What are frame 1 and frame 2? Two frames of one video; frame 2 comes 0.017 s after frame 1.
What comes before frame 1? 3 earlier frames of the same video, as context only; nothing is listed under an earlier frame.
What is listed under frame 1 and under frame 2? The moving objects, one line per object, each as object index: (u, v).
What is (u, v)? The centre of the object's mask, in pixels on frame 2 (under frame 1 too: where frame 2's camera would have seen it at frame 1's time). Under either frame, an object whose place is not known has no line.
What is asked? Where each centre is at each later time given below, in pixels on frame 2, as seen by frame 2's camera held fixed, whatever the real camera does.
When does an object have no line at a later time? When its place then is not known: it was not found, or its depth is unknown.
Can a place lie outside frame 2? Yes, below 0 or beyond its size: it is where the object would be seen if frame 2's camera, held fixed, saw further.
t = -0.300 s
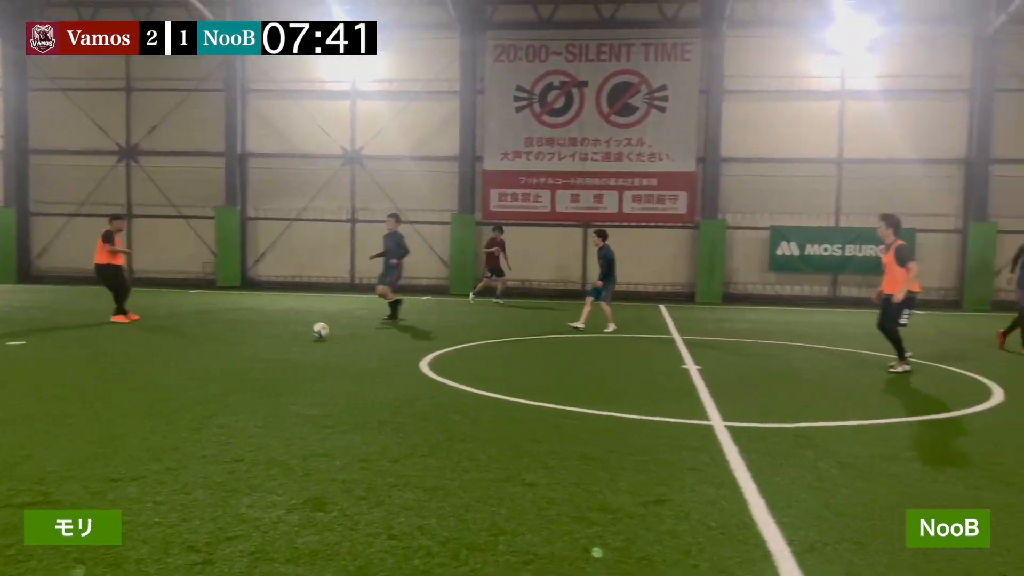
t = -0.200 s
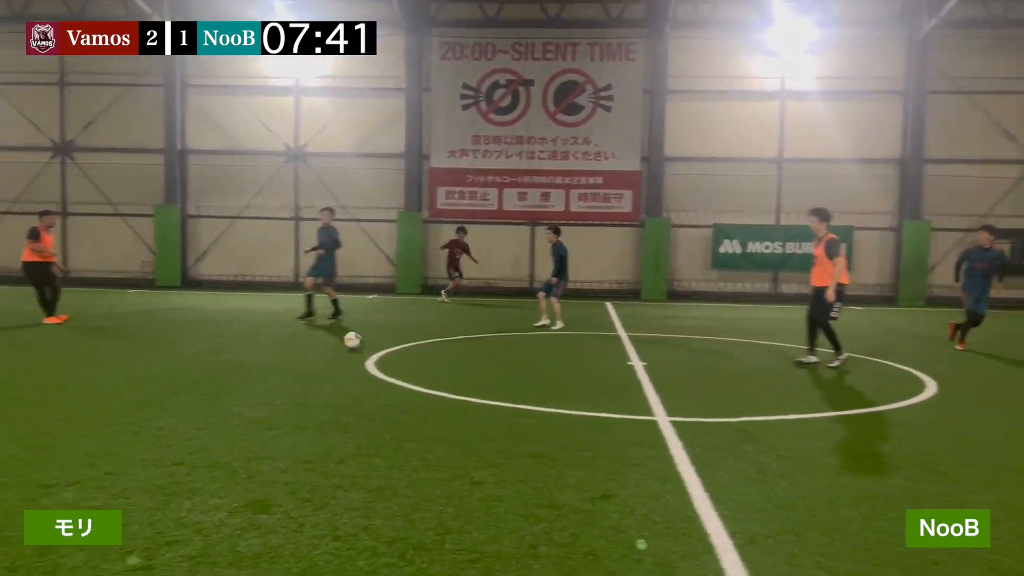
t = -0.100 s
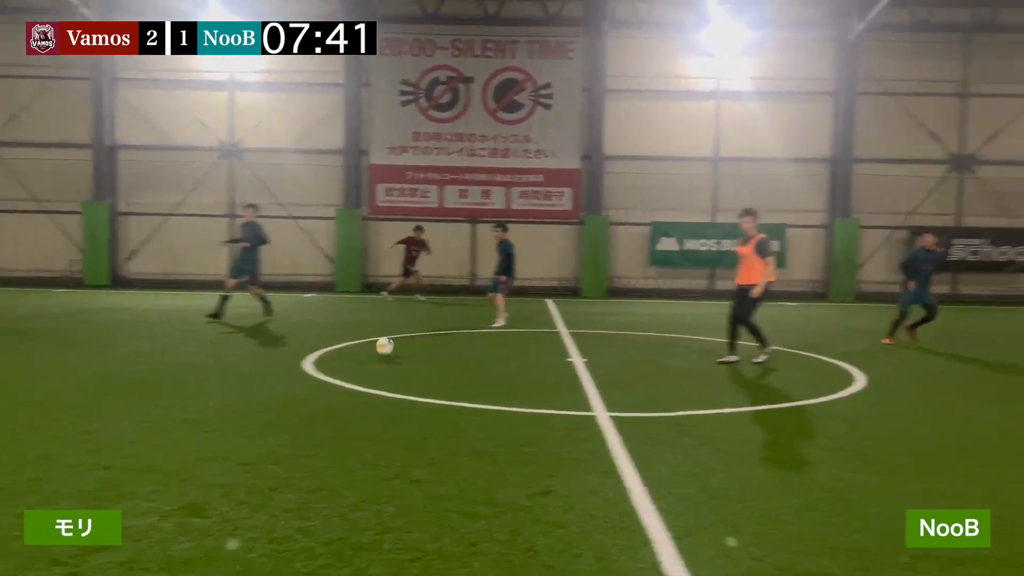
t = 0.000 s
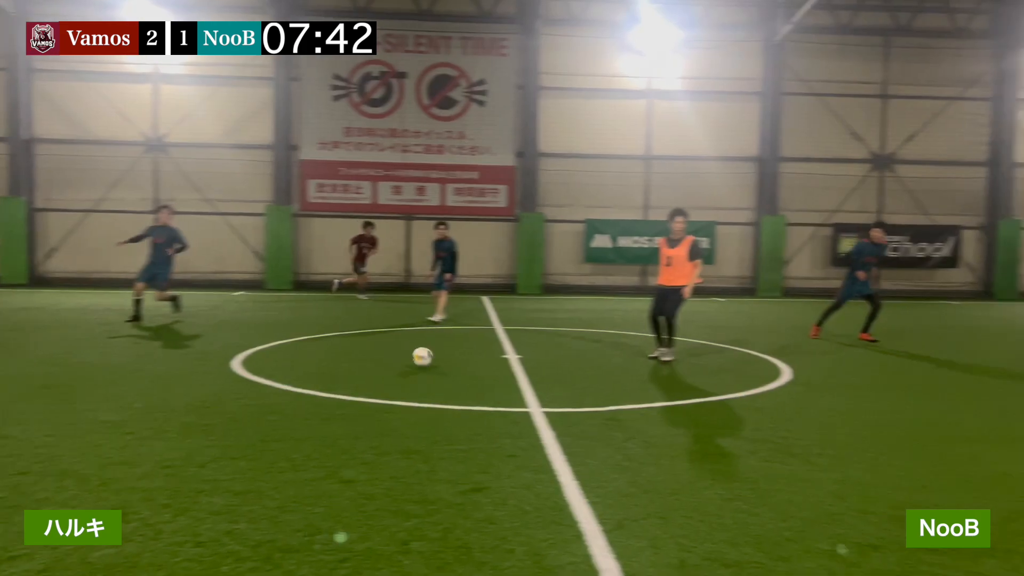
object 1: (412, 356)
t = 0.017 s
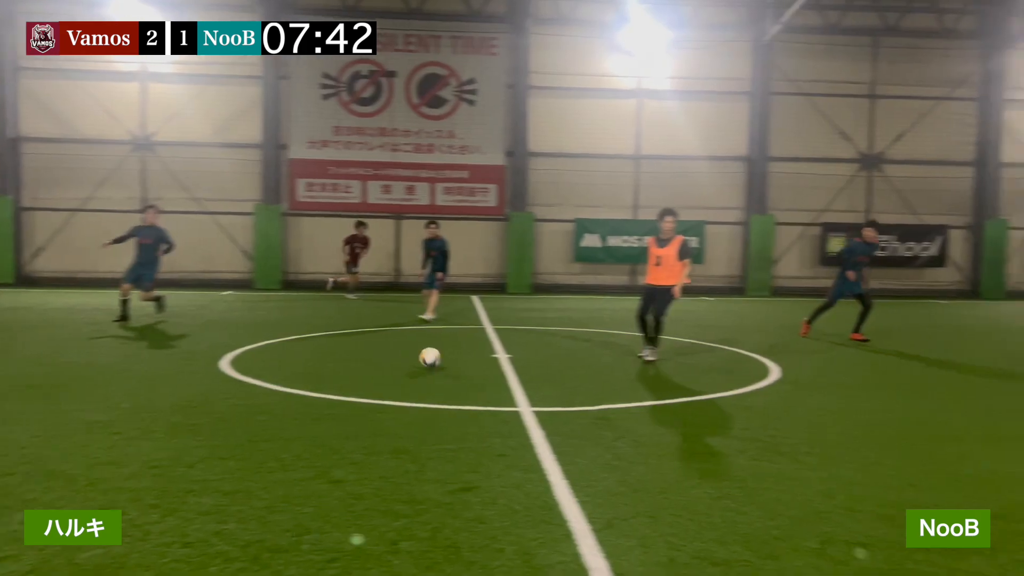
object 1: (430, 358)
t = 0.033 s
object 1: (448, 358)
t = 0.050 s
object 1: (467, 360)
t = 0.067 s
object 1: (486, 363)
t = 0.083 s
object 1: (506, 366)
